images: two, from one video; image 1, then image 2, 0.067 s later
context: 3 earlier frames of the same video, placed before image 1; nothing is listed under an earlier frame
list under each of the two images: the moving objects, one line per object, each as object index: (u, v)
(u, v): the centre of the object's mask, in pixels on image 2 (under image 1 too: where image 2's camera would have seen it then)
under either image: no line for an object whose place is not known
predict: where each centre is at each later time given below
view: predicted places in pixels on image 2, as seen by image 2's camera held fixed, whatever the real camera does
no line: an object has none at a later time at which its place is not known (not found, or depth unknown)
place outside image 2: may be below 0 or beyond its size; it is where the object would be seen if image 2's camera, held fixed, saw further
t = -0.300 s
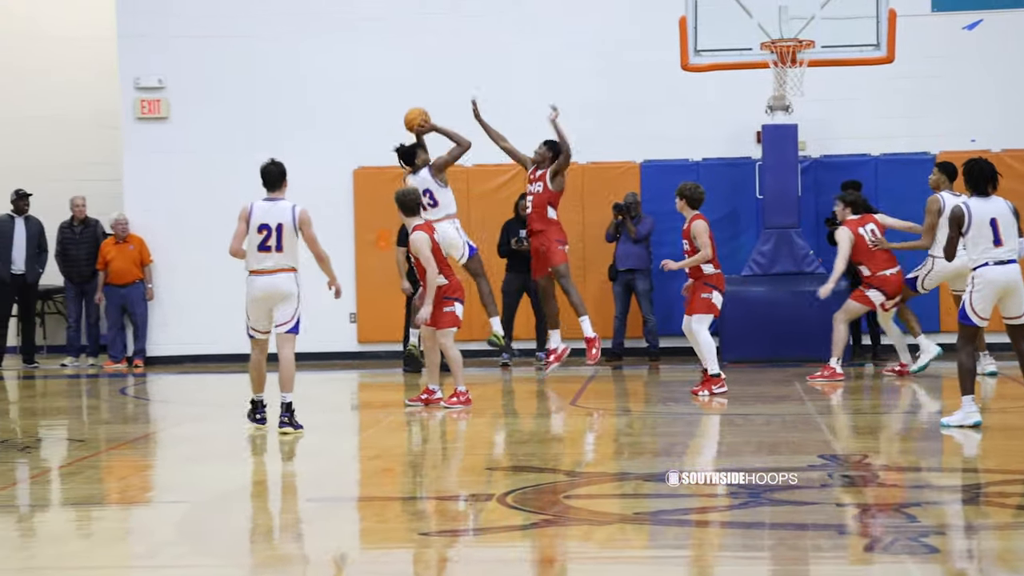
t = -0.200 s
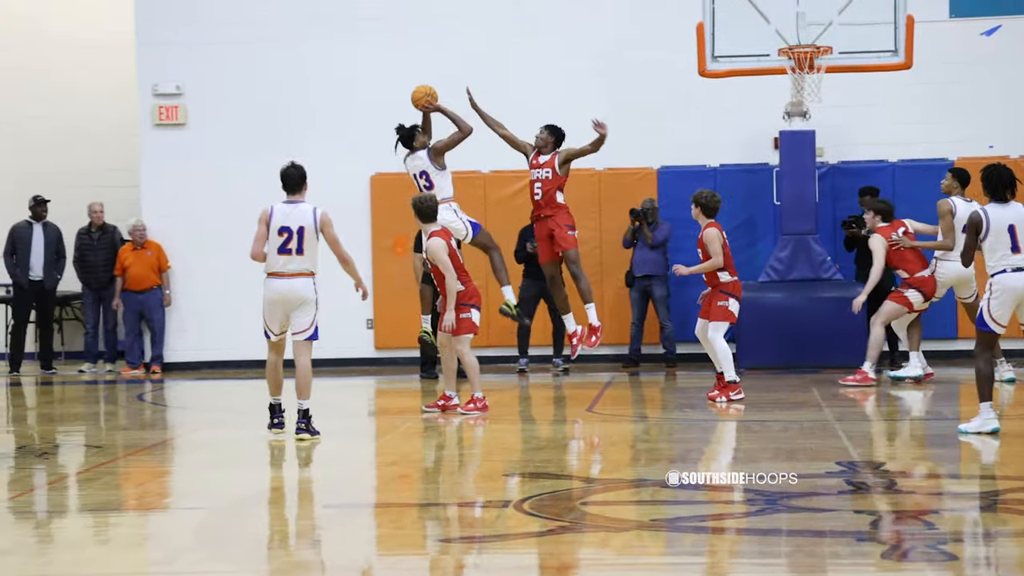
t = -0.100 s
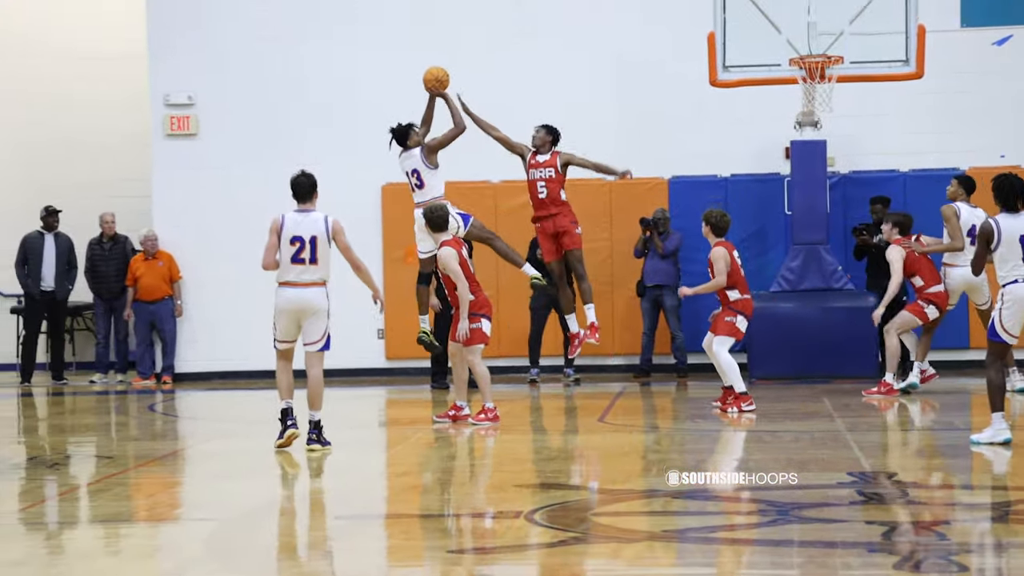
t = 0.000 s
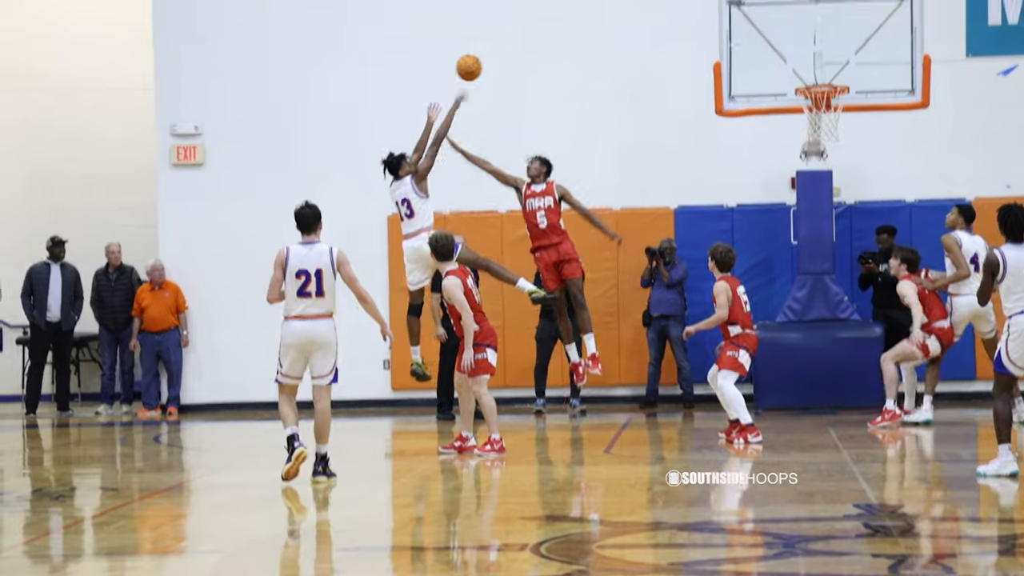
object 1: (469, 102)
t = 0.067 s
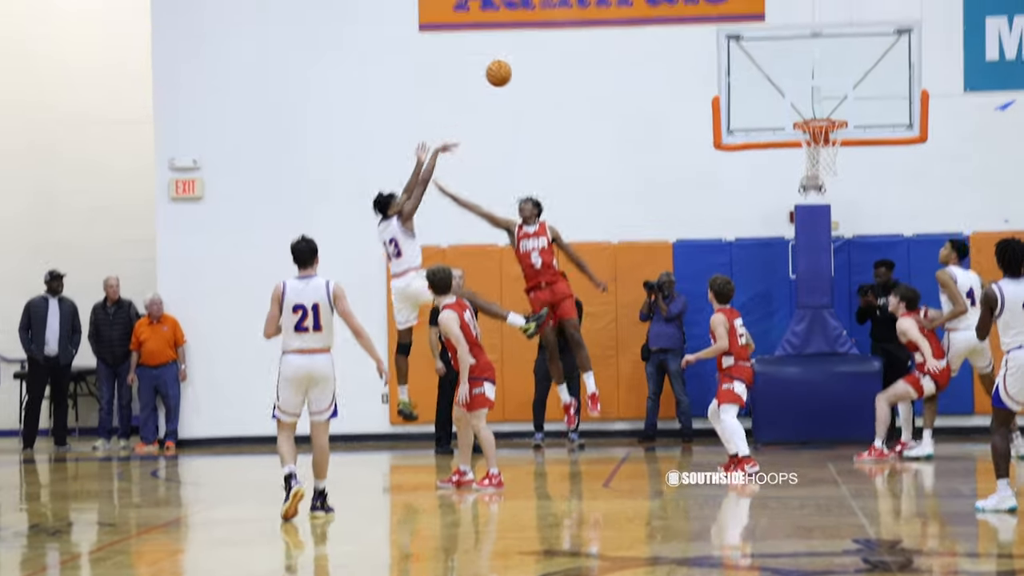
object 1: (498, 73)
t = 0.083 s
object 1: (506, 67)
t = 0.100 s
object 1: (513, 61)
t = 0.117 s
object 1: (521, 55)
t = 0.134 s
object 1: (528, 50)
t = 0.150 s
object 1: (535, 45)
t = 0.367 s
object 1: (635, 8)
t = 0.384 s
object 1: (643, 7)
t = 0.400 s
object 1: (651, 6)
